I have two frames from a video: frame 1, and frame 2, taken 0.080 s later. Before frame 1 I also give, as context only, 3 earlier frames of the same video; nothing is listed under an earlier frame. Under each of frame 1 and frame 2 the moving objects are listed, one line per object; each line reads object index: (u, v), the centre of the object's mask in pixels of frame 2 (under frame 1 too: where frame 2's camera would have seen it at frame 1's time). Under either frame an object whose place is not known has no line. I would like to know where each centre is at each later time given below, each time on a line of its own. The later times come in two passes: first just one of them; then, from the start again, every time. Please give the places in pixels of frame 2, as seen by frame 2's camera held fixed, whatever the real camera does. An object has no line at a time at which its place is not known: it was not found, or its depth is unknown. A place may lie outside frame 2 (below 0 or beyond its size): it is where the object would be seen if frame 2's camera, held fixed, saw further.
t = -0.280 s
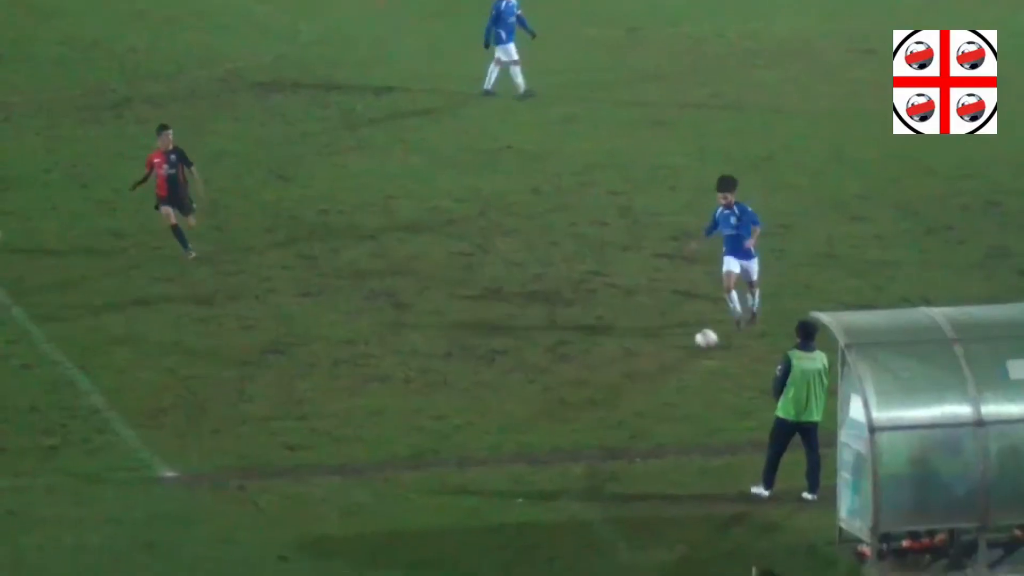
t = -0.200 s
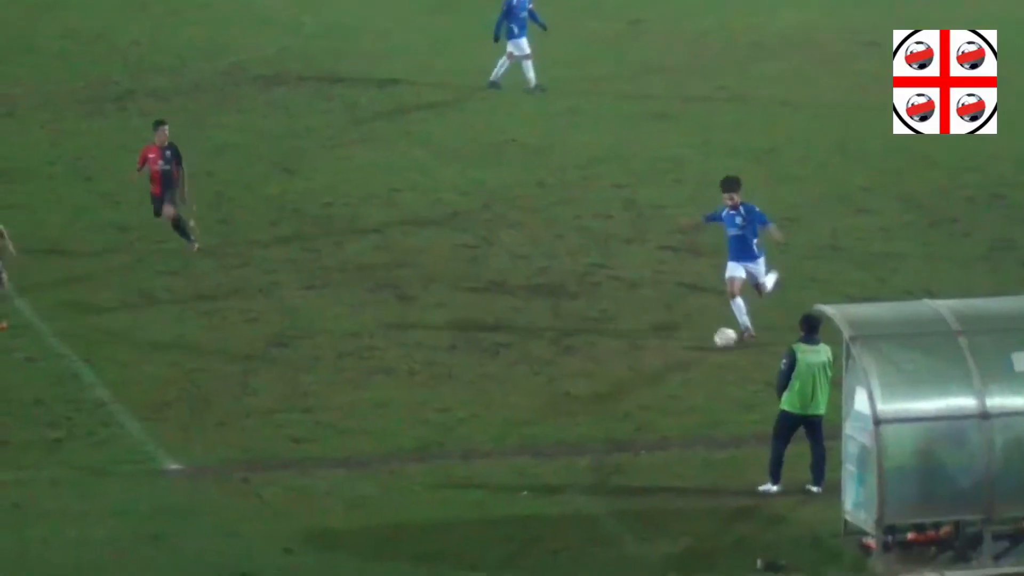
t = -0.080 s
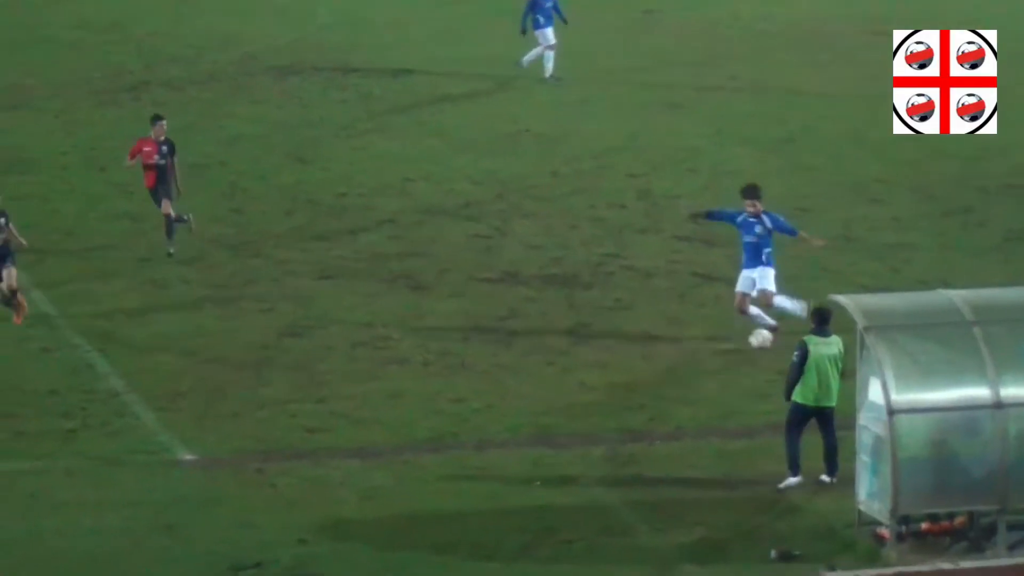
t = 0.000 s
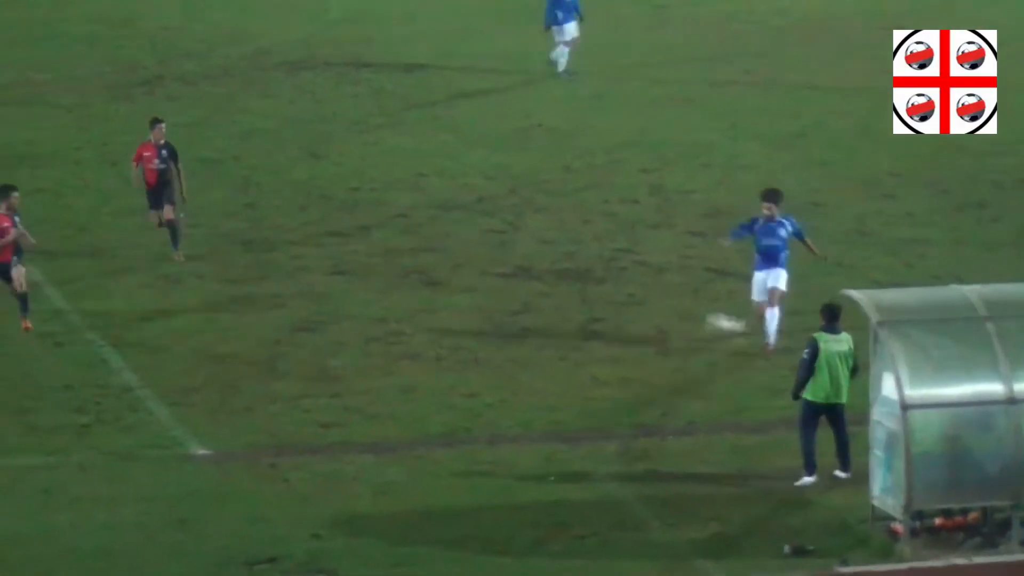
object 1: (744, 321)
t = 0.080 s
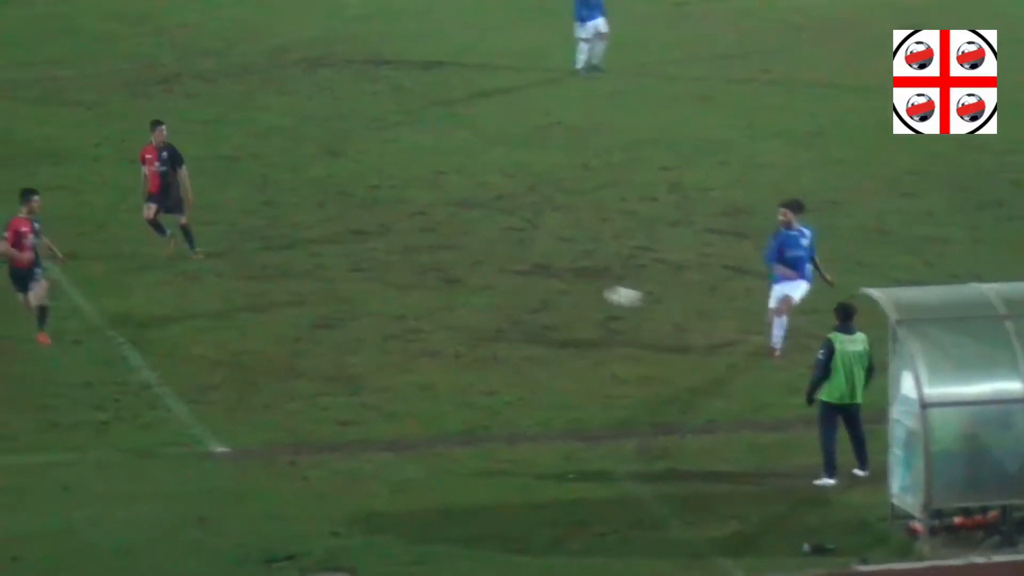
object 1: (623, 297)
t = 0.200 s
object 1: (442, 265)
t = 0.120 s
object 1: (564, 284)
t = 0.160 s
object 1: (502, 274)
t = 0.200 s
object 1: (442, 265)
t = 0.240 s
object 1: (382, 255)
